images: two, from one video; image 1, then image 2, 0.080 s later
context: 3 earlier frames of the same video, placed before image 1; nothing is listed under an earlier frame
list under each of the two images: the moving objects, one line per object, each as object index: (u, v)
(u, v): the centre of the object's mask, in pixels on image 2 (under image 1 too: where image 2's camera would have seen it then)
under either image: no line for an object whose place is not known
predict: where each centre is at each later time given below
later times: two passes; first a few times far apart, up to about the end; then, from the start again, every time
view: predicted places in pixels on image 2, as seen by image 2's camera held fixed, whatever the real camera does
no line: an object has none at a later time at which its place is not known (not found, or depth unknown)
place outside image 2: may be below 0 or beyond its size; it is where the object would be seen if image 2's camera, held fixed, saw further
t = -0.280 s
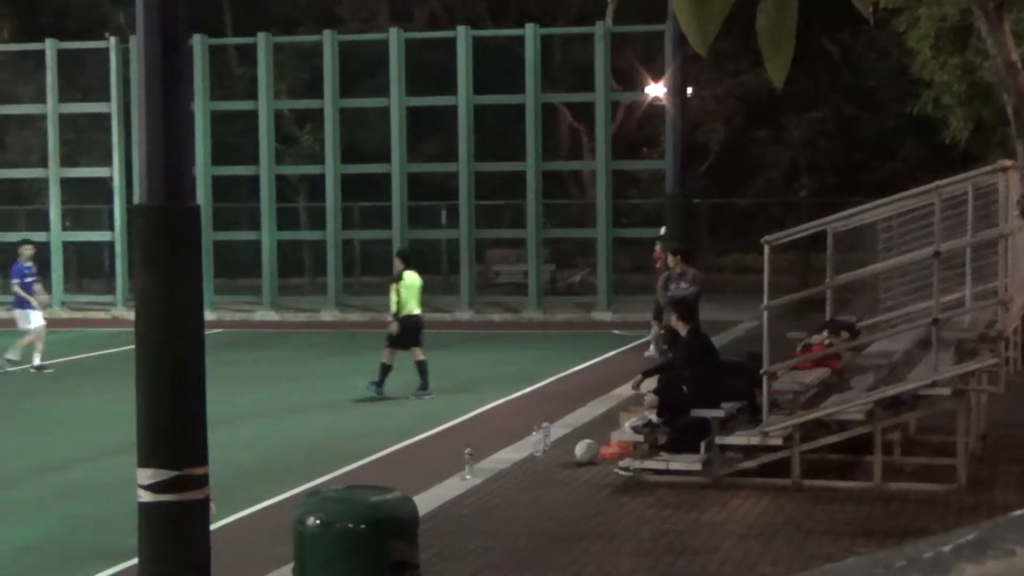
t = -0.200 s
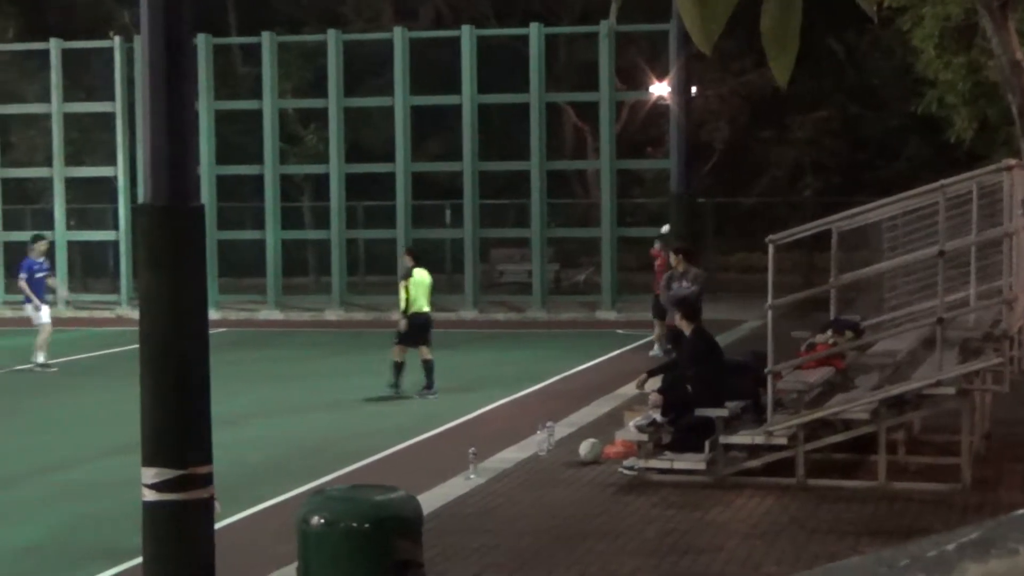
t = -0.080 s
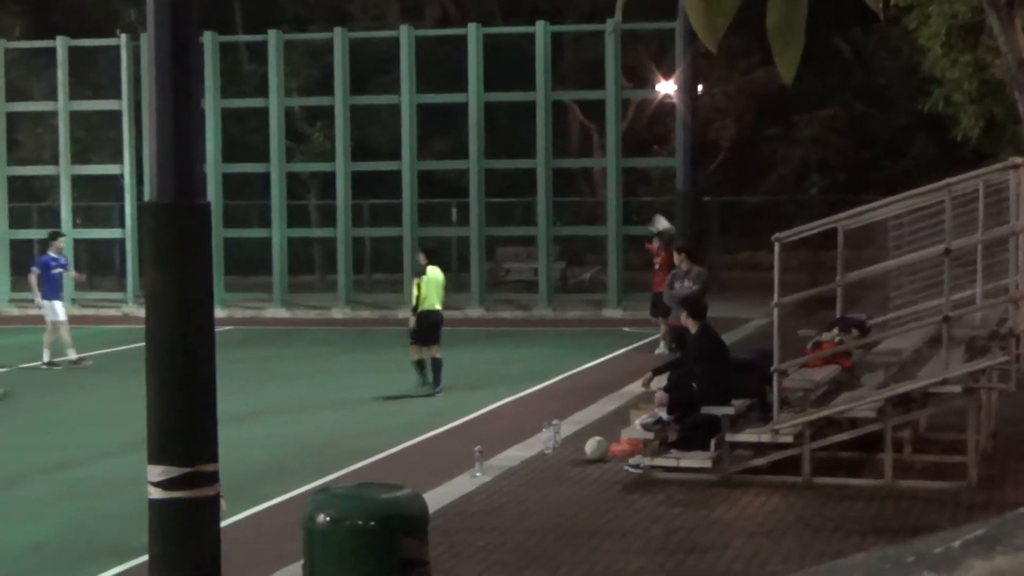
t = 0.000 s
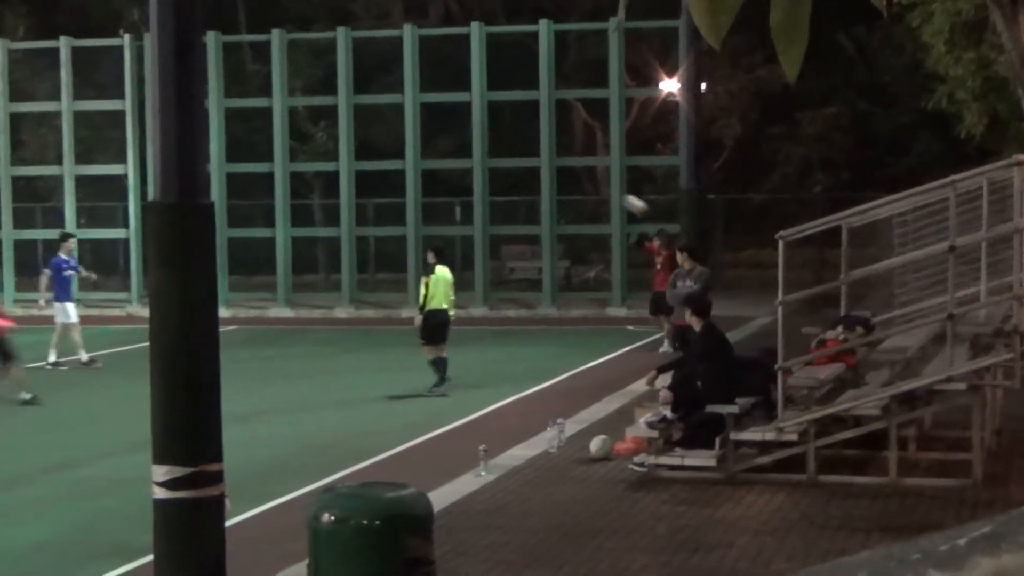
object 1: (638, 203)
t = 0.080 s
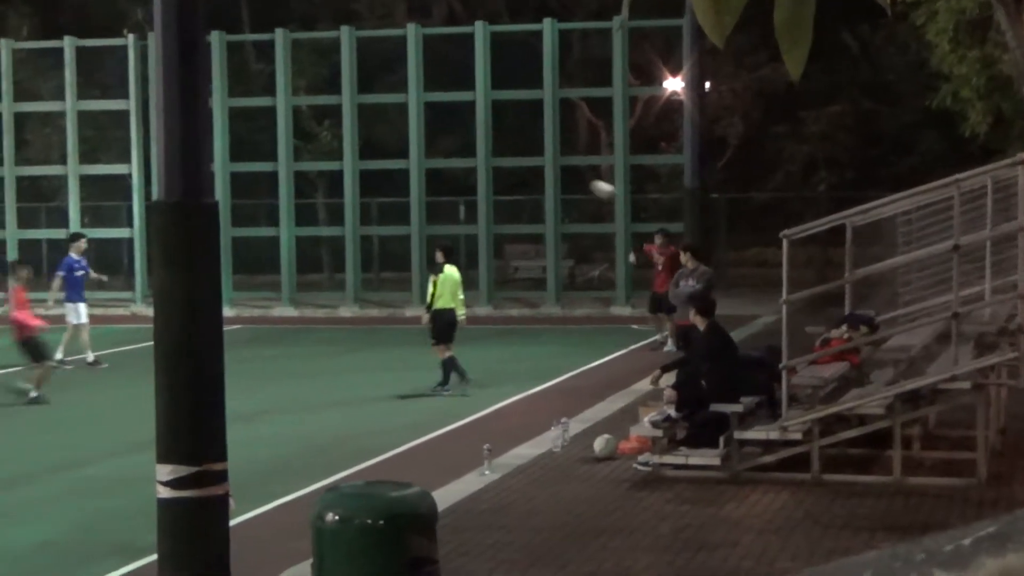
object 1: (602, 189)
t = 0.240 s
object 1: (530, 175)
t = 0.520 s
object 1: (397, 195)
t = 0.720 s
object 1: (303, 252)
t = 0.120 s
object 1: (585, 184)
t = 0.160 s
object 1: (567, 179)
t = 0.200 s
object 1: (549, 176)
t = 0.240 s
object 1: (530, 175)
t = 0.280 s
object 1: (512, 174)
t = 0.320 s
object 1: (494, 174)
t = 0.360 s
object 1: (474, 175)
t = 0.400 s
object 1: (455, 179)
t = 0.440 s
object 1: (437, 182)
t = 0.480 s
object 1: (418, 187)
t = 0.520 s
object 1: (397, 195)
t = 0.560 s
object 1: (379, 203)
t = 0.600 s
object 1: (361, 212)
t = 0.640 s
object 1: (342, 223)
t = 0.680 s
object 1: (322, 237)
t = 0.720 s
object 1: (303, 252)
